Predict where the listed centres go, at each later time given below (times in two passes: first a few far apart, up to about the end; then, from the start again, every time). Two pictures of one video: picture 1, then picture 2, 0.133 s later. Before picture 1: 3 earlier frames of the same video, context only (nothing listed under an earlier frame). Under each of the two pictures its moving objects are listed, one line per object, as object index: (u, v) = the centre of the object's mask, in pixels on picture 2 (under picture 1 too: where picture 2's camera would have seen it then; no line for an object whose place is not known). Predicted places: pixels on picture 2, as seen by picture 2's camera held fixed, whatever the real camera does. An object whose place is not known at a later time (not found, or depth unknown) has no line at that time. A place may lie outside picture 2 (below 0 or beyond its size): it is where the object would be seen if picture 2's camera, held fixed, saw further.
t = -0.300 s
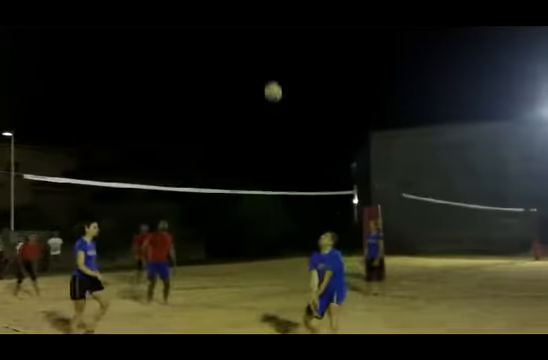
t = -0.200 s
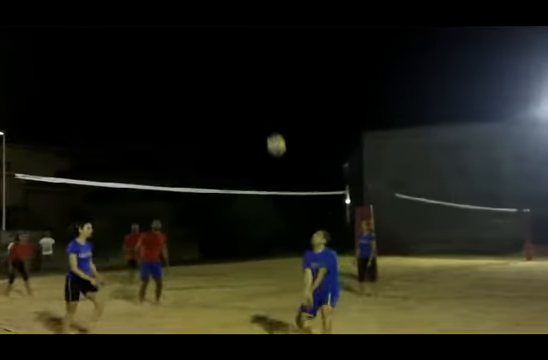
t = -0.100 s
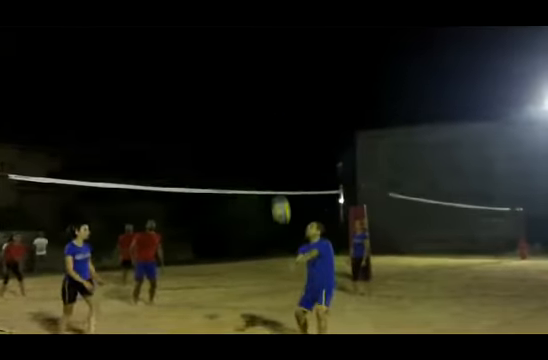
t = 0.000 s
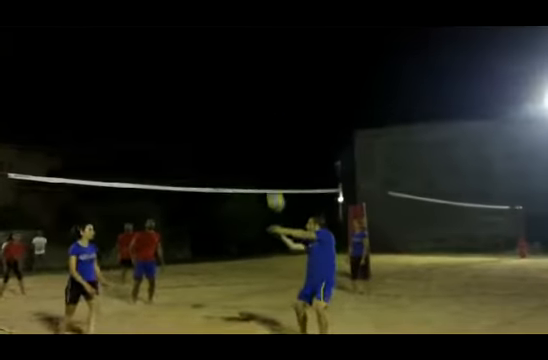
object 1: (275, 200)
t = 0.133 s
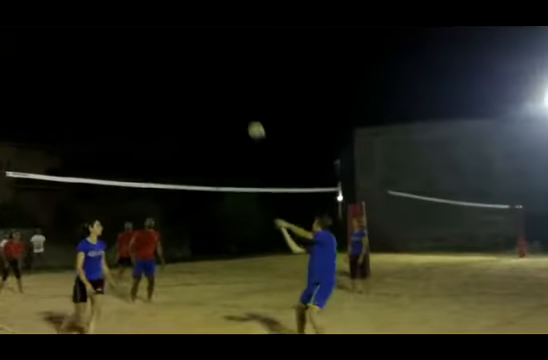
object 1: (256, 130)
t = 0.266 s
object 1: (240, 86)
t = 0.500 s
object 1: (217, 48)
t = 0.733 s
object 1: (196, 49)
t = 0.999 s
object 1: (180, 82)
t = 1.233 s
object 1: (170, 129)
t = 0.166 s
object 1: (252, 118)
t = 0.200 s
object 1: (248, 105)
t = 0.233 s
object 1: (244, 94)
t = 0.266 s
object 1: (240, 86)
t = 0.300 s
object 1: (236, 77)
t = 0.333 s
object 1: (233, 71)
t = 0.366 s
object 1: (229, 65)
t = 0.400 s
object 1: (226, 60)
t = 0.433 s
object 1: (223, 55)
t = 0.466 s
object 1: (220, 51)
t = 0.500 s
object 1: (217, 48)
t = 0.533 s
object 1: (214, 46)
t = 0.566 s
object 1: (211, 45)
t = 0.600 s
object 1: (208, 44)
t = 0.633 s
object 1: (204, 44)
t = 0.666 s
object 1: (201, 44)
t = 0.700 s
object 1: (198, 47)
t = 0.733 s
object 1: (196, 49)
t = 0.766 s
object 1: (194, 50)
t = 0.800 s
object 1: (191, 53)
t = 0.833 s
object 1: (189, 57)
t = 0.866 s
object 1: (189, 60)
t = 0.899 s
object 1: (187, 64)
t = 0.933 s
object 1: (184, 69)
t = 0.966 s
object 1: (182, 76)
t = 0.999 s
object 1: (180, 82)
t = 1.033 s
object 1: (178, 87)
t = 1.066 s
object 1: (176, 93)
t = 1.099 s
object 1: (174, 99)
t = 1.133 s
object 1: (172, 106)
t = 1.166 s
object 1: (172, 114)
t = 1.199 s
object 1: (172, 121)
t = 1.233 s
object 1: (170, 129)
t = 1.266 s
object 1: (168, 137)
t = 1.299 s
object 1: (167, 145)
